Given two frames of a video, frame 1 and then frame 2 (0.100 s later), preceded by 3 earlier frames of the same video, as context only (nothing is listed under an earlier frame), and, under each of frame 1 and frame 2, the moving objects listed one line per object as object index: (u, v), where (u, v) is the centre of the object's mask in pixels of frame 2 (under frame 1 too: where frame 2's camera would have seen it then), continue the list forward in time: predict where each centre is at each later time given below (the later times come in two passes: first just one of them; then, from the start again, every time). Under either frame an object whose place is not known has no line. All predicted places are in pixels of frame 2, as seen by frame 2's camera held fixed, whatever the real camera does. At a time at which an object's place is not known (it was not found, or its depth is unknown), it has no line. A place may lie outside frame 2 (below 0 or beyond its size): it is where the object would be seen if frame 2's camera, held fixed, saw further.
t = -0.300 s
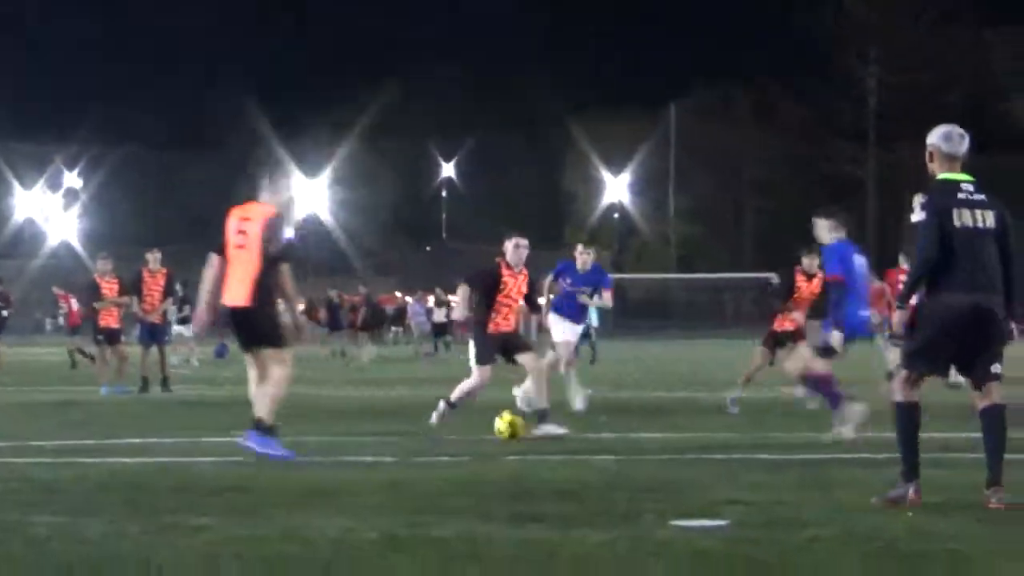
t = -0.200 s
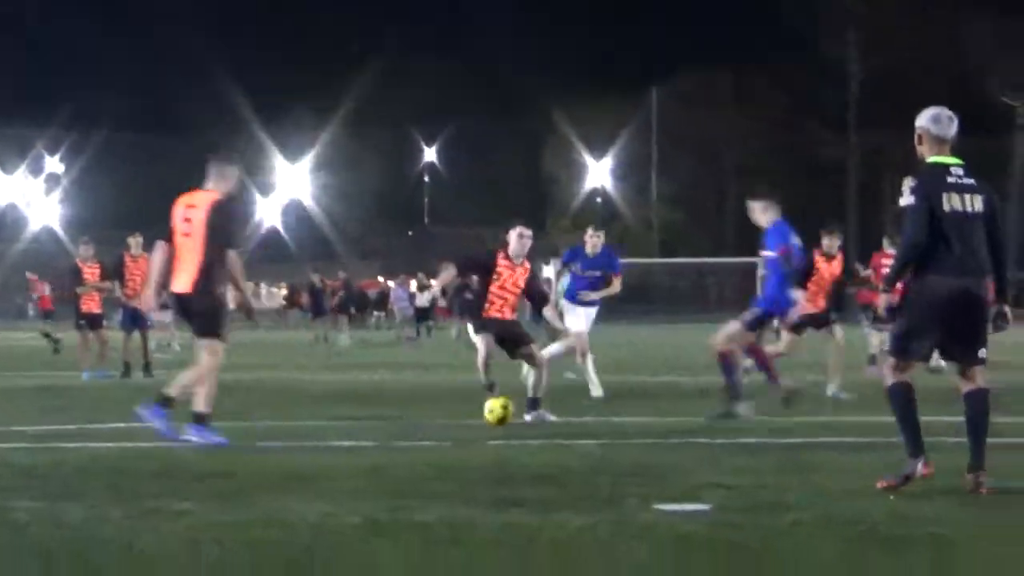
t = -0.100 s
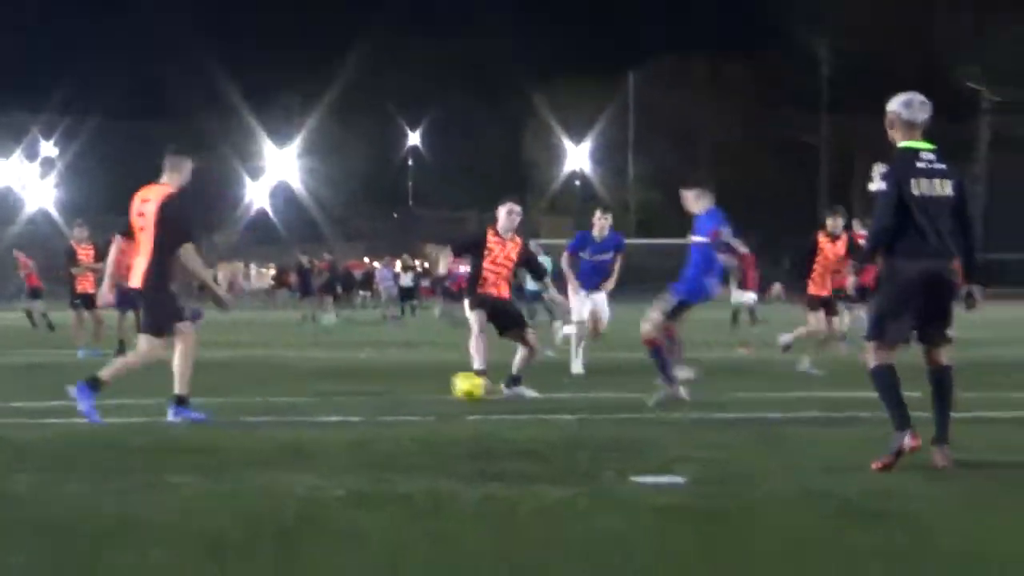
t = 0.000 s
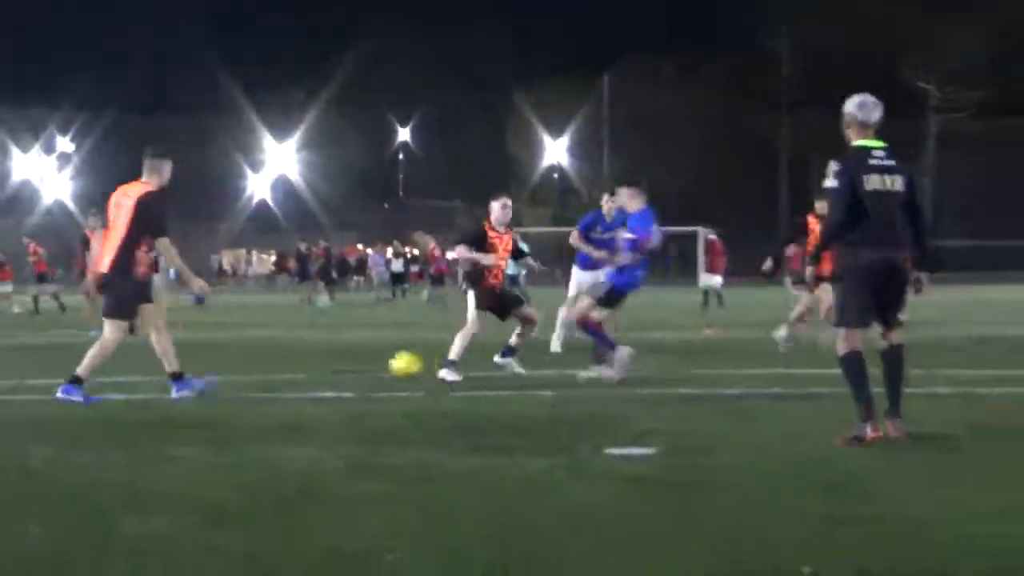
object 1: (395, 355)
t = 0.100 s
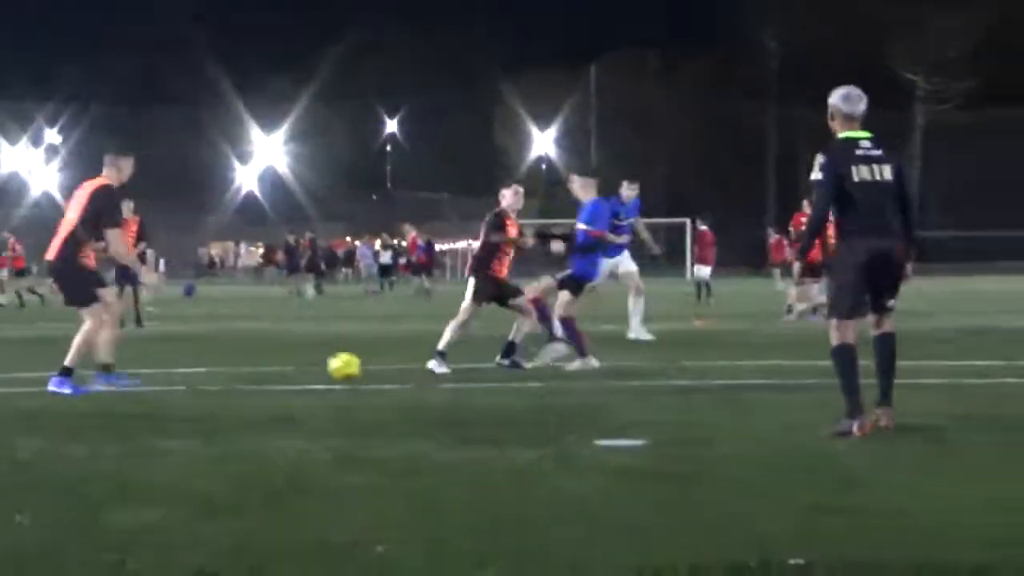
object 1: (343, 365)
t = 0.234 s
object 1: (288, 366)
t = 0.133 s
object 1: (330, 363)
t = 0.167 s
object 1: (315, 363)
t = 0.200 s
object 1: (302, 363)
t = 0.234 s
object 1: (288, 366)
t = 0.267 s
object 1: (274, 370)
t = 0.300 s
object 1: (260, 370)
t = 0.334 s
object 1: (247, 369)
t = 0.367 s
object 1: (235, 369)
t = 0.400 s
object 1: (222, 370)
